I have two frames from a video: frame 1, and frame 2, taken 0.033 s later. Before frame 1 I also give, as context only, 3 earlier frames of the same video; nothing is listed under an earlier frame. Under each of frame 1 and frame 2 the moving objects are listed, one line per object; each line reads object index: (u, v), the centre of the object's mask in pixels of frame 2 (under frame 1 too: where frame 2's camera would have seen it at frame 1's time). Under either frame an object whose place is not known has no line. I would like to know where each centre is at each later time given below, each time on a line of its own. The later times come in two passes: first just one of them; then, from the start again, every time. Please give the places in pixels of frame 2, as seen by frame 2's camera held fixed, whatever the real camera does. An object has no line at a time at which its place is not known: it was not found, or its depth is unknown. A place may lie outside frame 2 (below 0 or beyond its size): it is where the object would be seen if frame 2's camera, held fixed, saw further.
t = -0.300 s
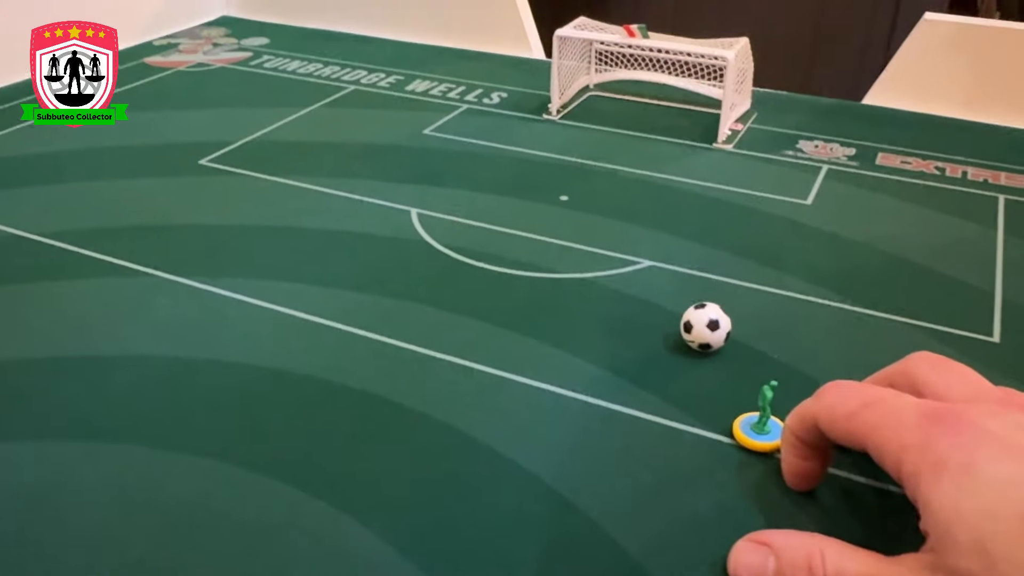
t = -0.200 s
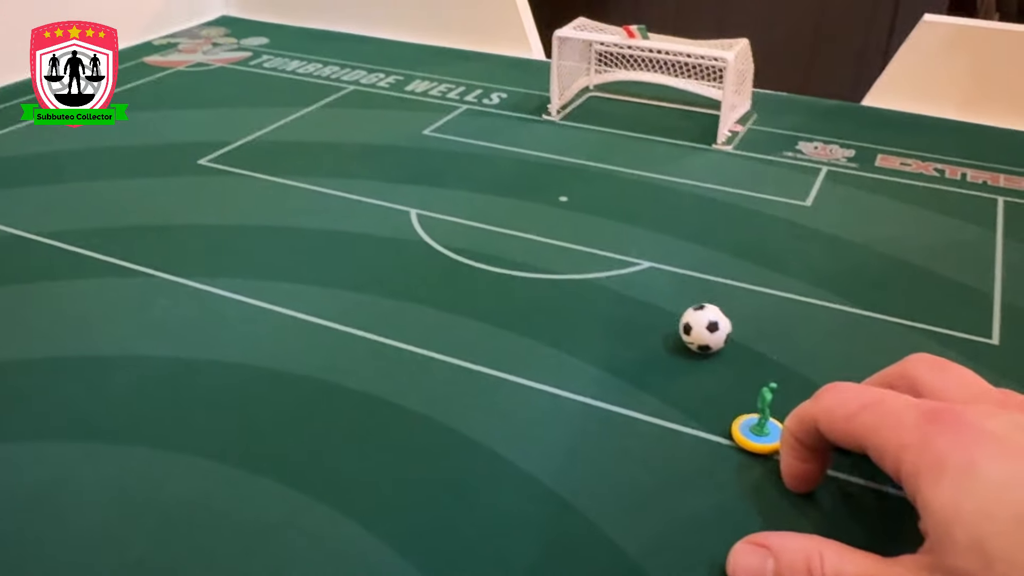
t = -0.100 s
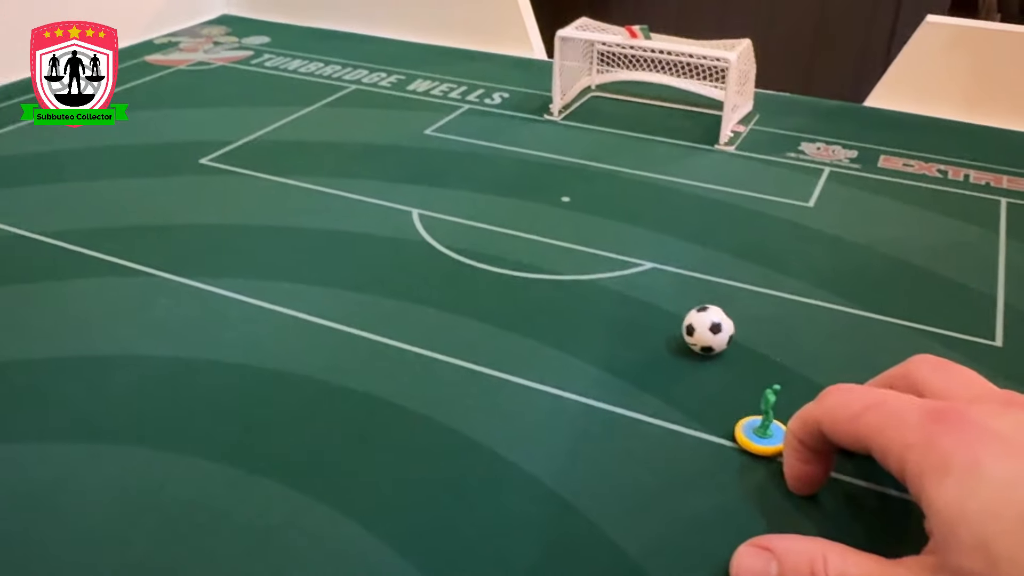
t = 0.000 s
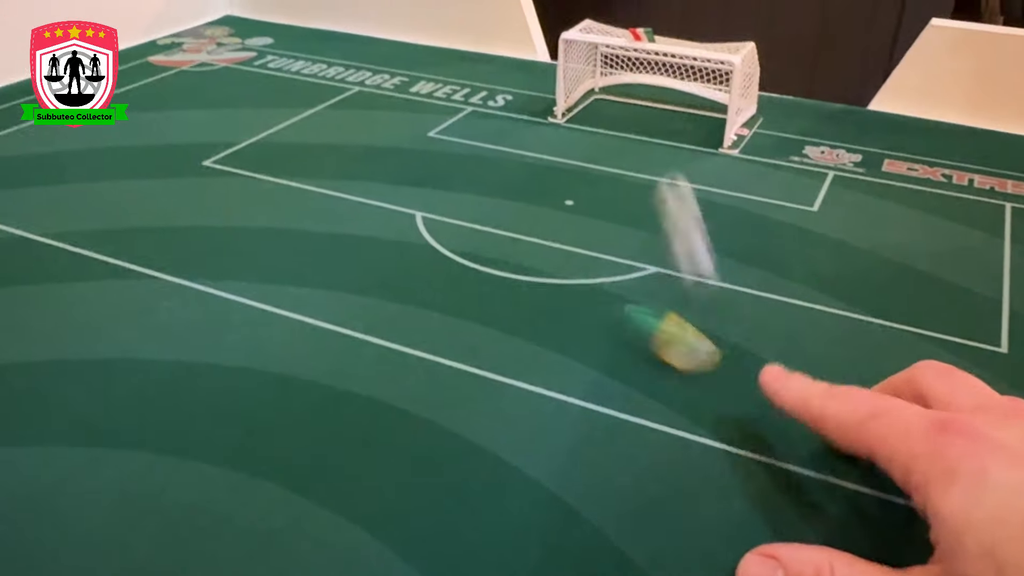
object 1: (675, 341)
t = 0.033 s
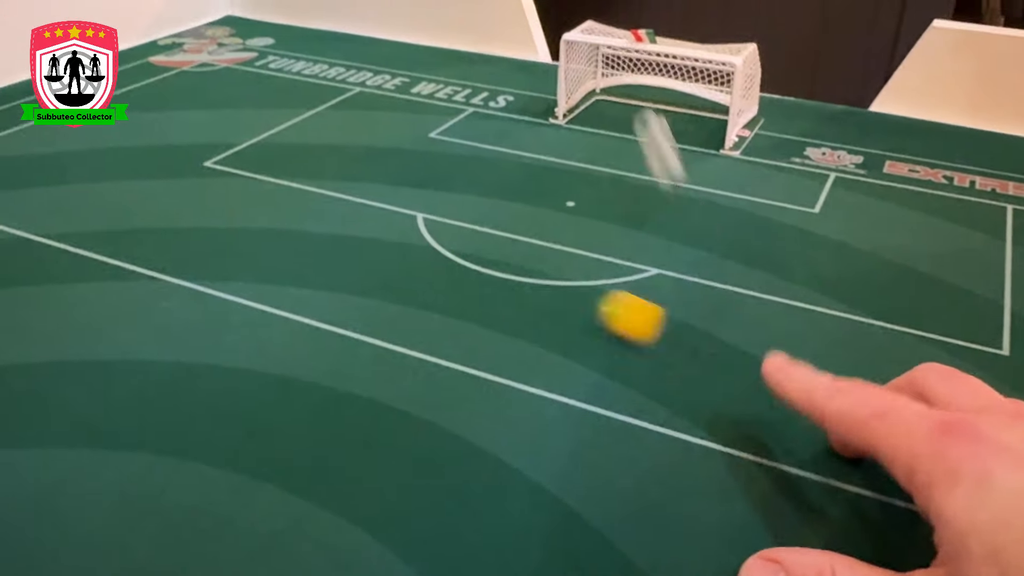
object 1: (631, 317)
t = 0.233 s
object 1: (452, 251)
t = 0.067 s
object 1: (593, 303)
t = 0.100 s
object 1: (556, 291)
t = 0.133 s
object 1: (533, 278)
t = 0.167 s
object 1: (511, 263)
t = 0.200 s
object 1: (478, 253)
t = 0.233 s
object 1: (452, 251)
